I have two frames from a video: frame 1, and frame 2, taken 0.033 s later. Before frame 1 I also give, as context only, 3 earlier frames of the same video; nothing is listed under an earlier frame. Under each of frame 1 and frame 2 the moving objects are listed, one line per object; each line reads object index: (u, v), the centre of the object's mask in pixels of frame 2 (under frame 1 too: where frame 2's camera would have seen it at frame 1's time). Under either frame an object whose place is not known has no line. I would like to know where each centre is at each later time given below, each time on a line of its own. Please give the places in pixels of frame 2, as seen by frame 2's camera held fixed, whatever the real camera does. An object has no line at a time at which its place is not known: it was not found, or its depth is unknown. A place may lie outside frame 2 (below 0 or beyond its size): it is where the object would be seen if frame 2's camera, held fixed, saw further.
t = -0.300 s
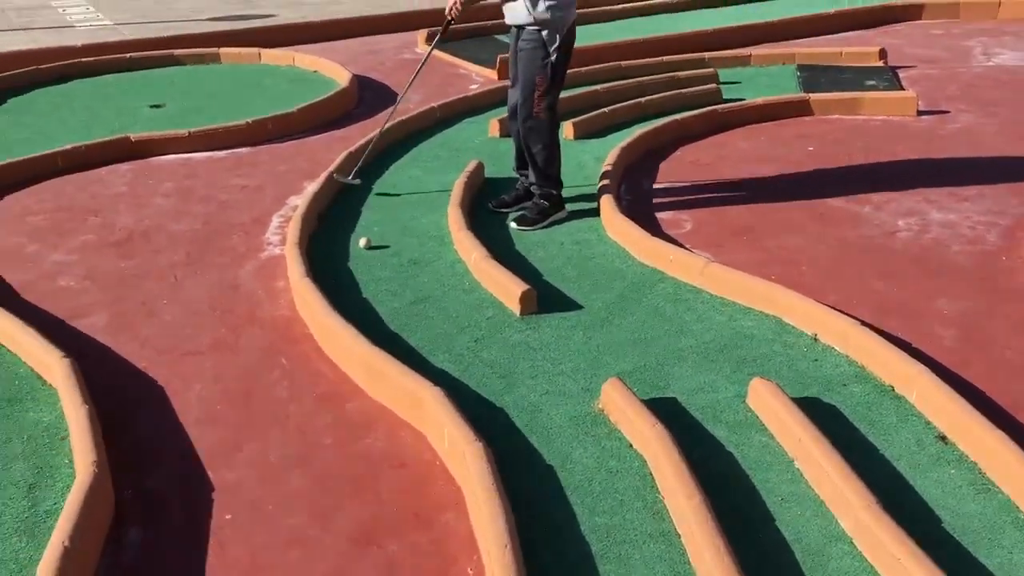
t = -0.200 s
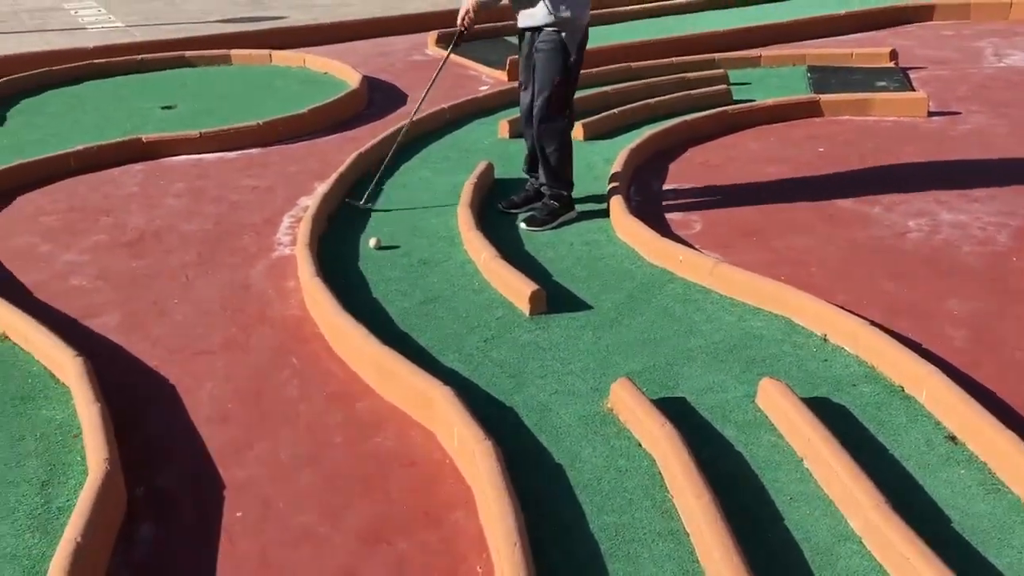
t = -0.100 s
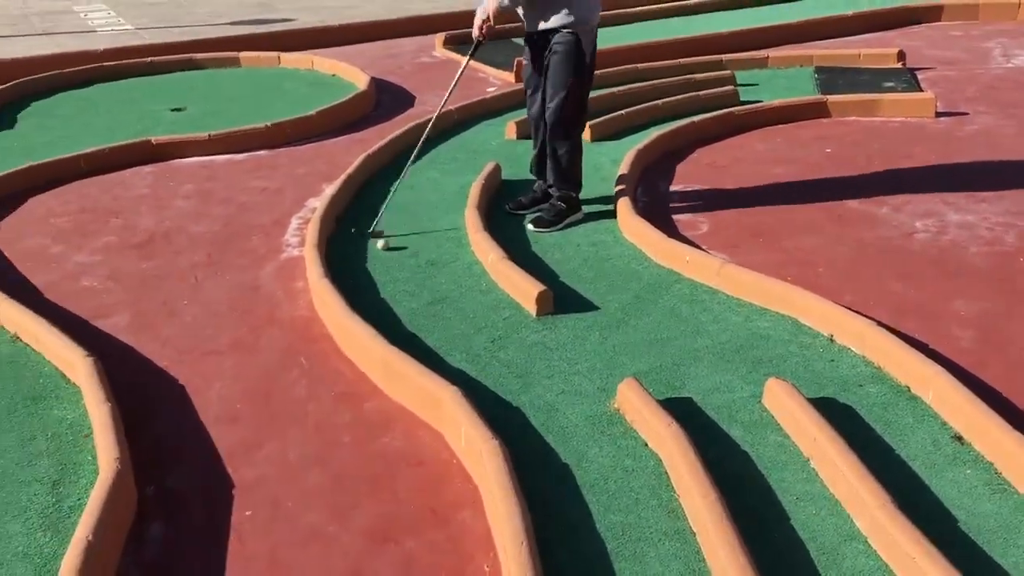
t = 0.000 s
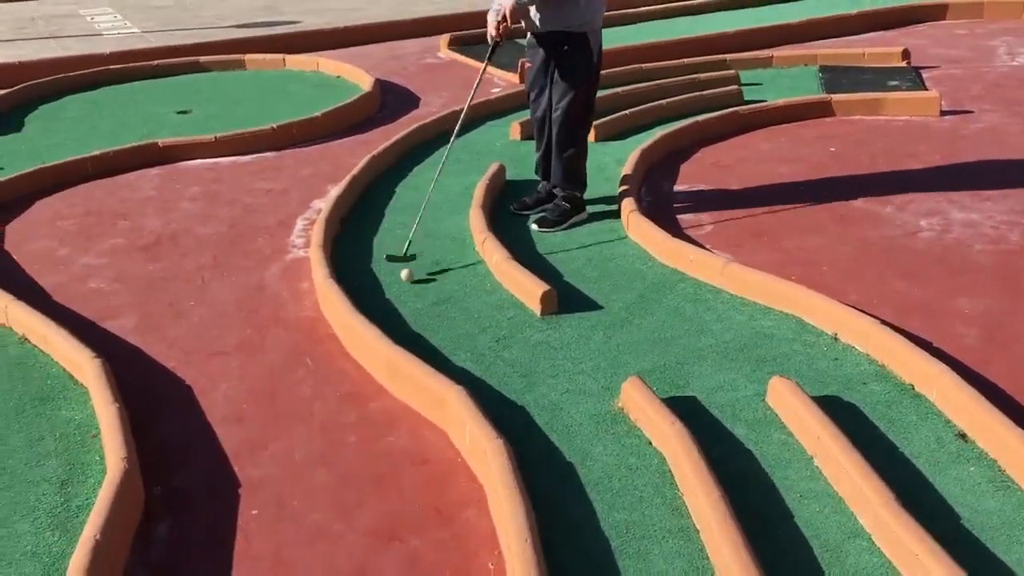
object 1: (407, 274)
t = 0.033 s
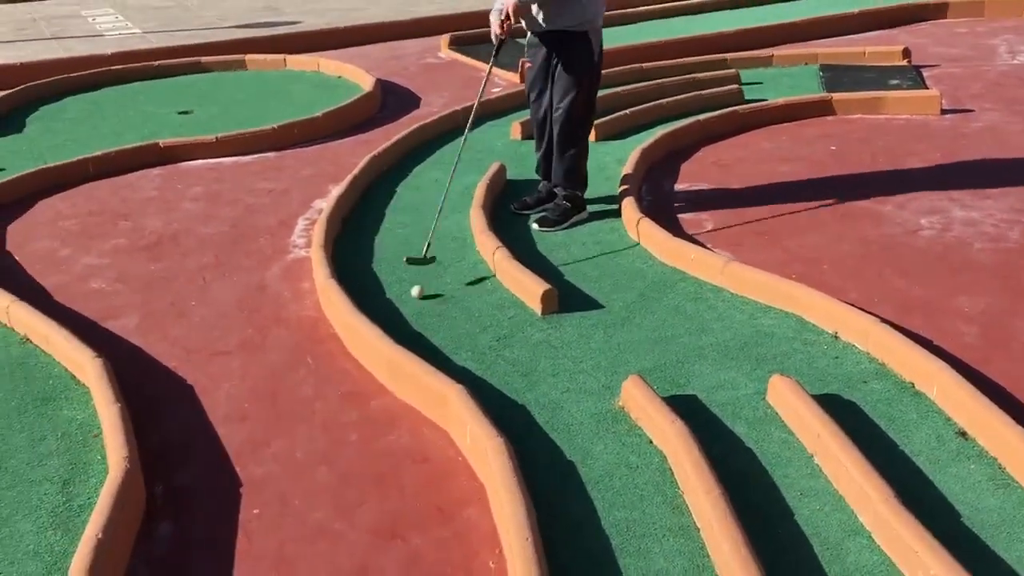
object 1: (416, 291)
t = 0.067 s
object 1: (427, 308)
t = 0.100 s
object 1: (438, 325)
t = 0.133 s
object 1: (448, 340)
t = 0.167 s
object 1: (458, 356)
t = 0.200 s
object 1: (470, 370)
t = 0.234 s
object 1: (482, 386)
